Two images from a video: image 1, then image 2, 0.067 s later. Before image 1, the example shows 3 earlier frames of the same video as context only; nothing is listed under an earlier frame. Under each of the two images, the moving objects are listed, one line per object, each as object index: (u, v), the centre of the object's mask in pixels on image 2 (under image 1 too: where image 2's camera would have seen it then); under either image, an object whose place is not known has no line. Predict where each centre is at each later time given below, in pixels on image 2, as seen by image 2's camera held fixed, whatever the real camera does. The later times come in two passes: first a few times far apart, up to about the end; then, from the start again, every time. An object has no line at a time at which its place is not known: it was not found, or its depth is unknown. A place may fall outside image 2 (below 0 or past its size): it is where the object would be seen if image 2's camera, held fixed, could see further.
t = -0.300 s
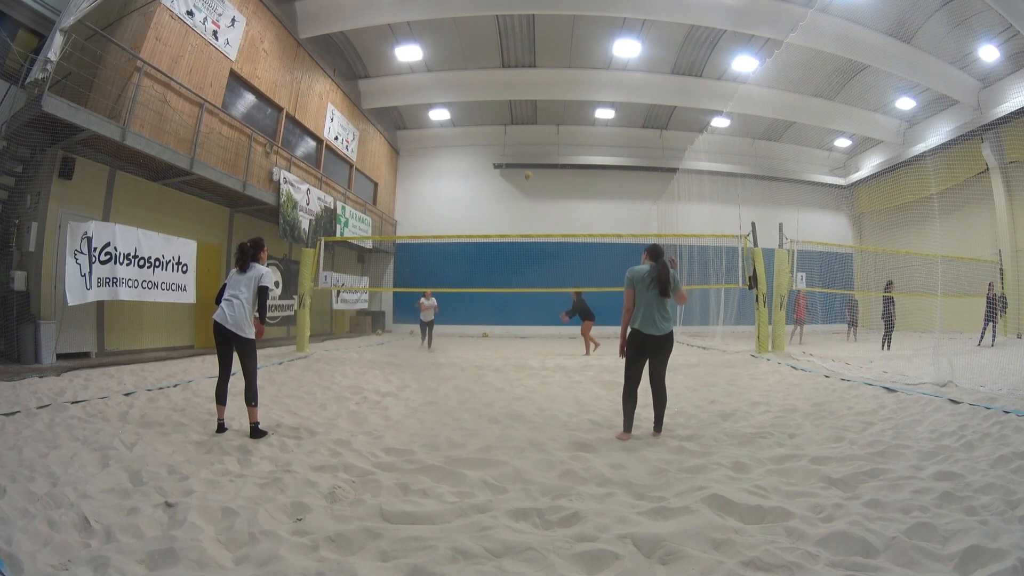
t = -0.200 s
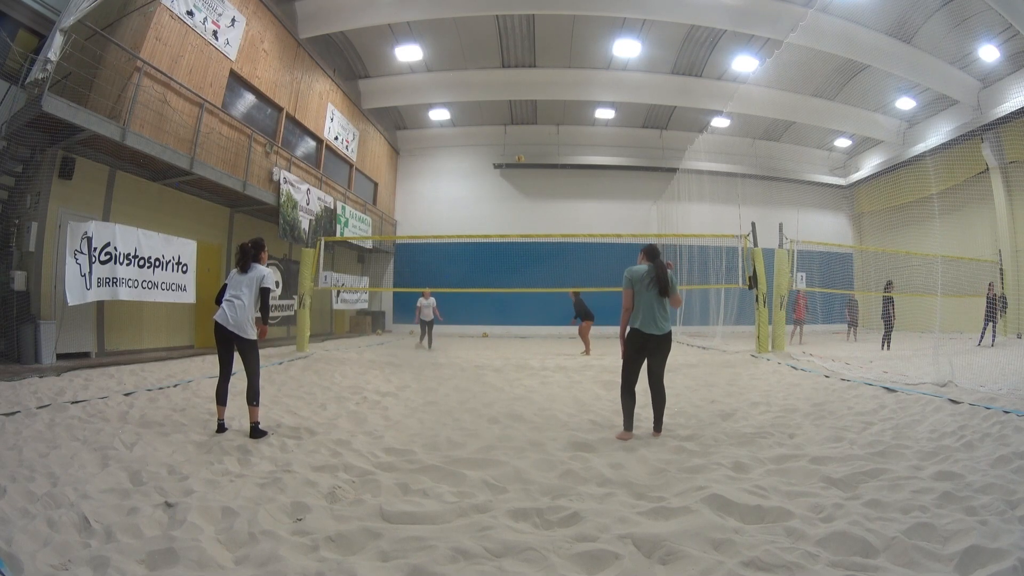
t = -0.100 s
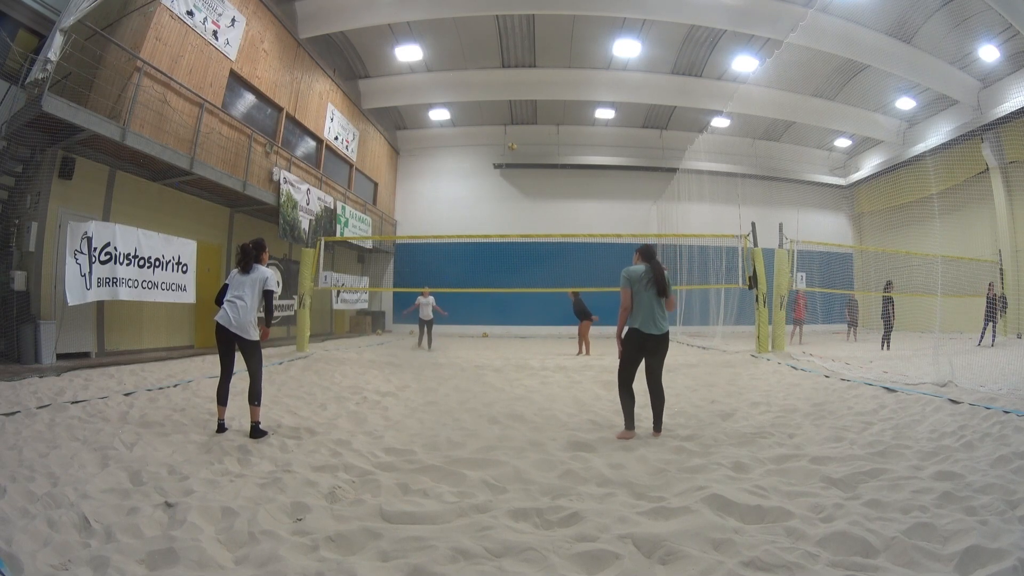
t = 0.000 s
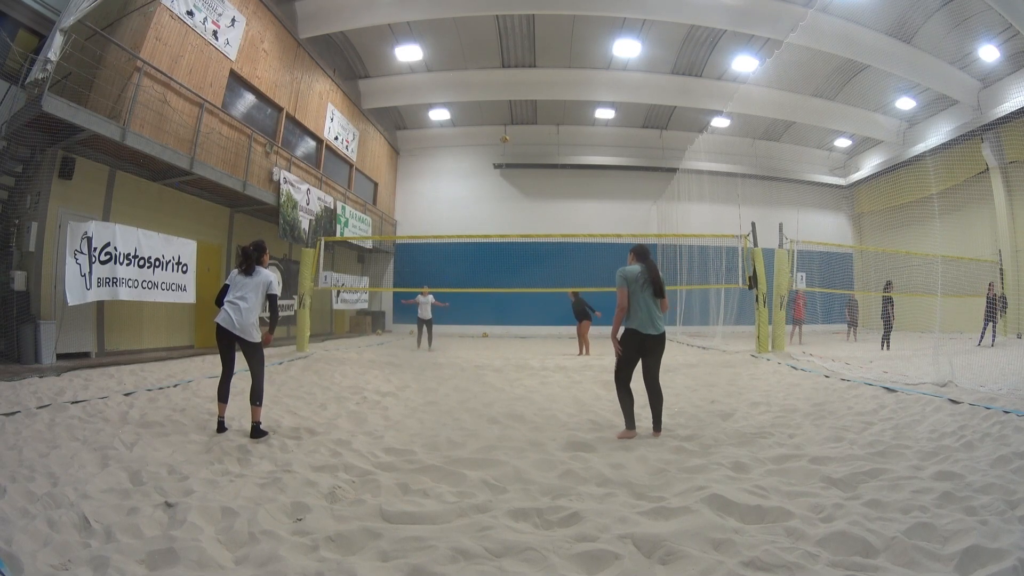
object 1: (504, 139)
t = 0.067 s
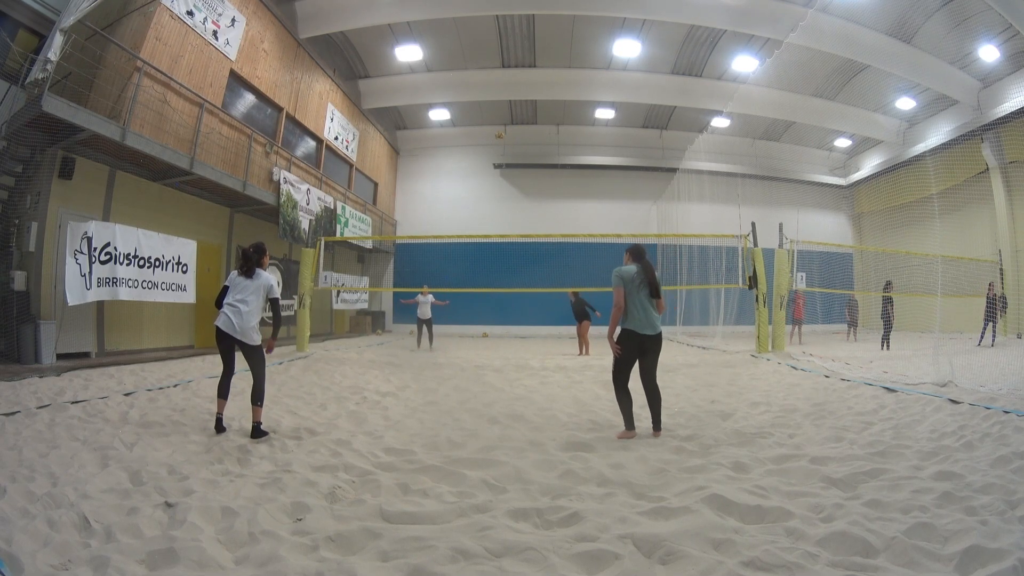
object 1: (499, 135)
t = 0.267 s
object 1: (484, 136)
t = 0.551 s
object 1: (463, 163)
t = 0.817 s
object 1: (443, 217)
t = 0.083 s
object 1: (498, 135)
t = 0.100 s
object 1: (497, 134)
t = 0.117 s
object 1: (495, 134)
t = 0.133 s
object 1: (494, 134)
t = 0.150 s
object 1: (493, 134)
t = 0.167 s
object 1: (491, 134)
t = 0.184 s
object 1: (490, 134)
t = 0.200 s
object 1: (489, 134)
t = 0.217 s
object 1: (488, 134)
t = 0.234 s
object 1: (486, 135)
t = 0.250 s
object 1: (485, 135)
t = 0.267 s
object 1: (484, 136)
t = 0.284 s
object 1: (482, 137)
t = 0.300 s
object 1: (481, 137)
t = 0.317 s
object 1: (480, 139)
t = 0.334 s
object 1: (479, 140)
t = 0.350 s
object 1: (478, 141)
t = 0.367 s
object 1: (477, 142)
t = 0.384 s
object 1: (475, 143)
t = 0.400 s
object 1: (474, 145)
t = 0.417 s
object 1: (473, 146)
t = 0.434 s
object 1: (472, 149)
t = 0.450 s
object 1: (470, 150)
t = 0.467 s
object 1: (469, 152)
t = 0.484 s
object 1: (468, 154)
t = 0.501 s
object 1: (466, 156)
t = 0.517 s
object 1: (465, 158)
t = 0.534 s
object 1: (464, 161)
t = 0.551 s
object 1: (463, 163)
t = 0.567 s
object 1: (461, 166)
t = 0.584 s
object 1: (460, 168)
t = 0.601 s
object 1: (459, 171)
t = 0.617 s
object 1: (457, 174)
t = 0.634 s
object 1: (456, 177)
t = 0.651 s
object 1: (455, 180)
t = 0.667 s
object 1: (454, 183)
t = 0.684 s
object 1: (452, 187)
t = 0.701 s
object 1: (451, 190)
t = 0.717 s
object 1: (450, 193)
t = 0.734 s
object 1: (449, 197)
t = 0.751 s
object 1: (447, 200)
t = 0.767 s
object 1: (446, 204)
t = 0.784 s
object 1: (445, 209)
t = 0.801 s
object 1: (444, 213)
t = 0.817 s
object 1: (443, 217)
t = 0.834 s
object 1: (441, 221)
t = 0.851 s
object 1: (440, 225)
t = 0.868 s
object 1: (439, 230)
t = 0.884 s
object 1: (437, 233)
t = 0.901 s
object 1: (437, 241)
